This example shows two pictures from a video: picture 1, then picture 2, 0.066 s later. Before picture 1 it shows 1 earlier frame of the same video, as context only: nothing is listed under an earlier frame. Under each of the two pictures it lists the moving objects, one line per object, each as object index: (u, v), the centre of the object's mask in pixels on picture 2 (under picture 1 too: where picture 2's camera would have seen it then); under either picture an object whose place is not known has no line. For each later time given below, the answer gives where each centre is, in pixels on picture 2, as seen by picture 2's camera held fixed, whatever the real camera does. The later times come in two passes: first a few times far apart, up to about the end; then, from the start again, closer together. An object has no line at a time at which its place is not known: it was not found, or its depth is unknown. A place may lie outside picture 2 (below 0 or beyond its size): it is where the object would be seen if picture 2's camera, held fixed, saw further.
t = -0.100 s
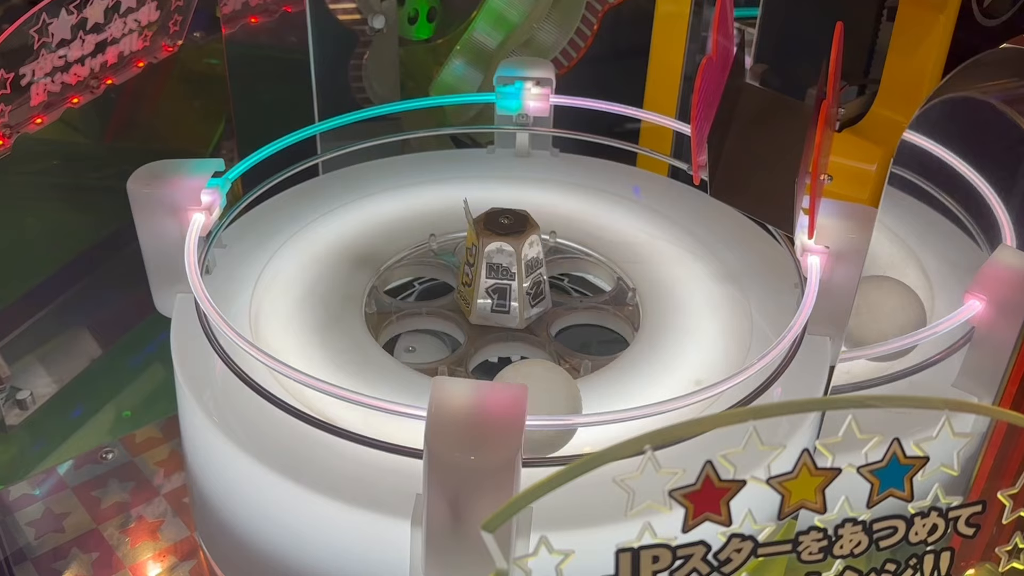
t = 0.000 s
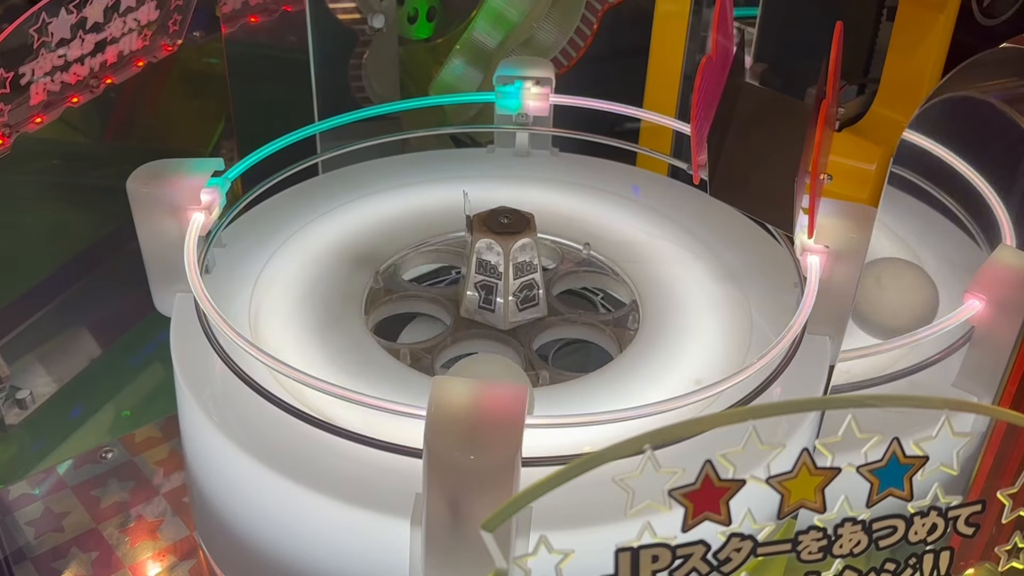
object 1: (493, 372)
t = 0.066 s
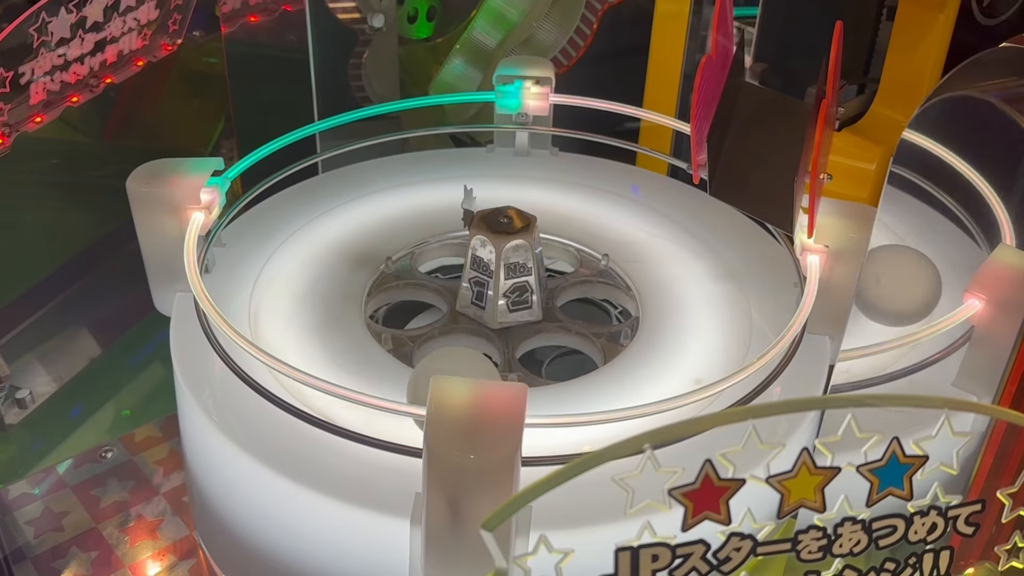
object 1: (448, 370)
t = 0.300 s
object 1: (370, 352)
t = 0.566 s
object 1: (338, 285)
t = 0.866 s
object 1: (398, 217)
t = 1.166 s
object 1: (516, 186)
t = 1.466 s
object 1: (627, 220)
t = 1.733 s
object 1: (679, 245)
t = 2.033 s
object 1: (658, 348)
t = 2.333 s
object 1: (565, 384)
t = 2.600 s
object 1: (448, 376)
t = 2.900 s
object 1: (368, 358)
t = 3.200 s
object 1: (356, 292)
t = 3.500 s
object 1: (388, 204)
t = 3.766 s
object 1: (462, 163)
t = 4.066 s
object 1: (550, 156)
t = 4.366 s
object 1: (625, 188)
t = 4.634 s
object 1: (662, 252)
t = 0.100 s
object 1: (433, 370)
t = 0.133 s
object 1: (420, 369)
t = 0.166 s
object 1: (409, 367)
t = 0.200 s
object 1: (400, 365)
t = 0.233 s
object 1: (391, 362)
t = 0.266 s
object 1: (380, 357)
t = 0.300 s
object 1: (370, 352)
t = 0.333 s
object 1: (362, 345)
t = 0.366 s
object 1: (354, 337)
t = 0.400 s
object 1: (348, 328)
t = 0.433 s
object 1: (344, 320)
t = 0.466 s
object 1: (340, 311)
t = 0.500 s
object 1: (338, 302)
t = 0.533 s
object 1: (337, 293)
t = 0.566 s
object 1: (338, 285)
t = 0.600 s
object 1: (340, 276)
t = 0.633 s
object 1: (344, 267)
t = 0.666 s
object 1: (348, 259)
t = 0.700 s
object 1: (354, 251)
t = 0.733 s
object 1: (361, 244)
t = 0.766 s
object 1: (369, 236)
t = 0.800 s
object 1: (377, 229)
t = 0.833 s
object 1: (387, 223)
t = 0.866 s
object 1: (398, 217)
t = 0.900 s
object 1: (410, 212)
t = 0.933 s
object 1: (422, 207)
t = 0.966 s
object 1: (434, 203)
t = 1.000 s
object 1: (447, 200)
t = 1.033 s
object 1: (459, 195)
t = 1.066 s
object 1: (472, 191)
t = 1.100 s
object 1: (486, 188)
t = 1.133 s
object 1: (501, 186)
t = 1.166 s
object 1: (516, 186)
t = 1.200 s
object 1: (531, 187)
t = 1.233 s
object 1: (544, 191)
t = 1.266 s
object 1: (557, 195)
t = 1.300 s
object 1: (569, 199)
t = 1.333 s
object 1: (581, 202)
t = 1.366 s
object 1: (594, 205)
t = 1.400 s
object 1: (605, 210)
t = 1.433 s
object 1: (616, 214)
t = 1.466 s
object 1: (627, 220)
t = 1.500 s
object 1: (636, 225)
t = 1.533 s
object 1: (645, 229)
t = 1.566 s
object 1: (653, 231)
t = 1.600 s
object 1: (662, 231)
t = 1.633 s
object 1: (669, 232)
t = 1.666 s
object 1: (675, 229)
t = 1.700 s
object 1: (678, 234)
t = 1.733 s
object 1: (679, 245)
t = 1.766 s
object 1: (679, 272)
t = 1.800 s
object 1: (680, 282)
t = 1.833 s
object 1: (679, 291)
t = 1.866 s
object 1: (679, 302)
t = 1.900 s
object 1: (677, 314)
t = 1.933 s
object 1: (674, 323)
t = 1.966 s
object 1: (669, 330)
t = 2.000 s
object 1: (664, 341)
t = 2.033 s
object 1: (658, 348)
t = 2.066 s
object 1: (650, 353)
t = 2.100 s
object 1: (641, 361)
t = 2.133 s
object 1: (631, 366)
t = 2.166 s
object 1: (621, 371)
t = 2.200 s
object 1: (610, 374)
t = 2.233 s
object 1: (599, 378)
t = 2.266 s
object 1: (587, 381)
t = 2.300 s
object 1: (575, 383)
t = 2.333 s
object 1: (565, 384)
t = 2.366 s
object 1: (555, 396)
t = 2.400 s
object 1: (546, 395)
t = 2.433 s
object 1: (536, 395)
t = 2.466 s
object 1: (522, 382)
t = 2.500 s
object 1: (508, 378)
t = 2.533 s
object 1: (485, 371)
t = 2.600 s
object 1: (448, 376)
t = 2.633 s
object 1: (436, 376)
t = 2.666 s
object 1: (420, 387)
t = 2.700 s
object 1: (410, 387)
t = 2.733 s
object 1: (403, 385)
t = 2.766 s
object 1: (396, 381)
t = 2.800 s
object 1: (391, 369)
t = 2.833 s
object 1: (384, 366)
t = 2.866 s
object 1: (376, 362)
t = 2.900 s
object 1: (368, 358)
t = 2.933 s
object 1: (362, 353)
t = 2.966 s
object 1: (357, 348)
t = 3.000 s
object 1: (353, 342)
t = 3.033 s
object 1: (351, 334)
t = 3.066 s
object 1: (349, 326)
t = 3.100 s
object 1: (349, 318)
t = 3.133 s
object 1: (350, 309)
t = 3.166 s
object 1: (353, 301)
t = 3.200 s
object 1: (356, 292)
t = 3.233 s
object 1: (355, 282)
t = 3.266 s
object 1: (355, 271)
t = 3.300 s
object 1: (356, 260)
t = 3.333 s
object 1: (359, 249)
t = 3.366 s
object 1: (363, 239)
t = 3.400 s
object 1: (368, 230)
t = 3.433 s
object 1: (374, 221)
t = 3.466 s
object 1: (381, 212)
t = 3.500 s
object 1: (388, 204)
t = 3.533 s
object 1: (397, 198)
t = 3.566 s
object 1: (405, 191)
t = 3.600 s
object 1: (414, 184)
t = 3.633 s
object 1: (423, 179)
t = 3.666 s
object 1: (433, 174)
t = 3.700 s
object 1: (442, 170)
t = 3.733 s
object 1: (452, 166)
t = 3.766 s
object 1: (462, 163)
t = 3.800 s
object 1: (472, 160)
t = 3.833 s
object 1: (482, 158)
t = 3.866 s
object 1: (492, 156)
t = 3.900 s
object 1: (501, 155)
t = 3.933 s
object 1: (511, 154)
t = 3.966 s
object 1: (521, 154)
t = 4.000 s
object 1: (530, 154)
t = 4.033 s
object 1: (541, 155)
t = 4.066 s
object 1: (550, 156)
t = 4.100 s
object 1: (559, 158)
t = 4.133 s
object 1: (568, 160)
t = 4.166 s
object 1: (577, 162)
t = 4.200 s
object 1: (586, 165)
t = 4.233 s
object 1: (595, 169)
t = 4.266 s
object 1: (603, 173)
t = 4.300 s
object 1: (611, 177)
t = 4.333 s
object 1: (618, 183)
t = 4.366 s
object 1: (625, 188)
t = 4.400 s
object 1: (632, 194)
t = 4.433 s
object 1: (639, 201)
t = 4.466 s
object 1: (644, 208)
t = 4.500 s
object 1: (650, 216)
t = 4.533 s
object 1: (654, 224)
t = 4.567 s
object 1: (657, 233)
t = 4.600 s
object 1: (660, 242)
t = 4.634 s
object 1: (662, 252)
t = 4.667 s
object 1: (662, 262)
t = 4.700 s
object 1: (662, 272)
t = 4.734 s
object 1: (660, 282)
